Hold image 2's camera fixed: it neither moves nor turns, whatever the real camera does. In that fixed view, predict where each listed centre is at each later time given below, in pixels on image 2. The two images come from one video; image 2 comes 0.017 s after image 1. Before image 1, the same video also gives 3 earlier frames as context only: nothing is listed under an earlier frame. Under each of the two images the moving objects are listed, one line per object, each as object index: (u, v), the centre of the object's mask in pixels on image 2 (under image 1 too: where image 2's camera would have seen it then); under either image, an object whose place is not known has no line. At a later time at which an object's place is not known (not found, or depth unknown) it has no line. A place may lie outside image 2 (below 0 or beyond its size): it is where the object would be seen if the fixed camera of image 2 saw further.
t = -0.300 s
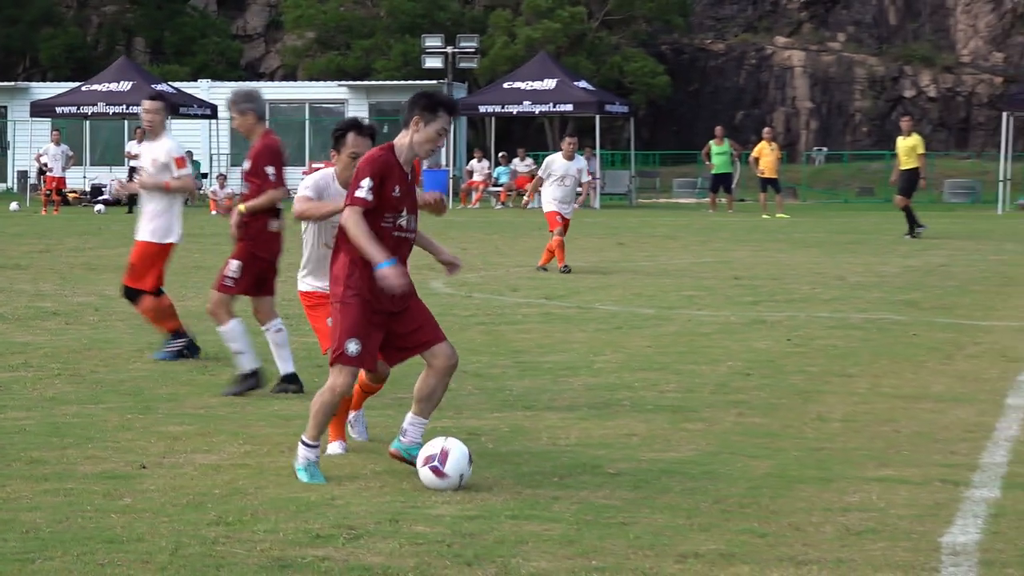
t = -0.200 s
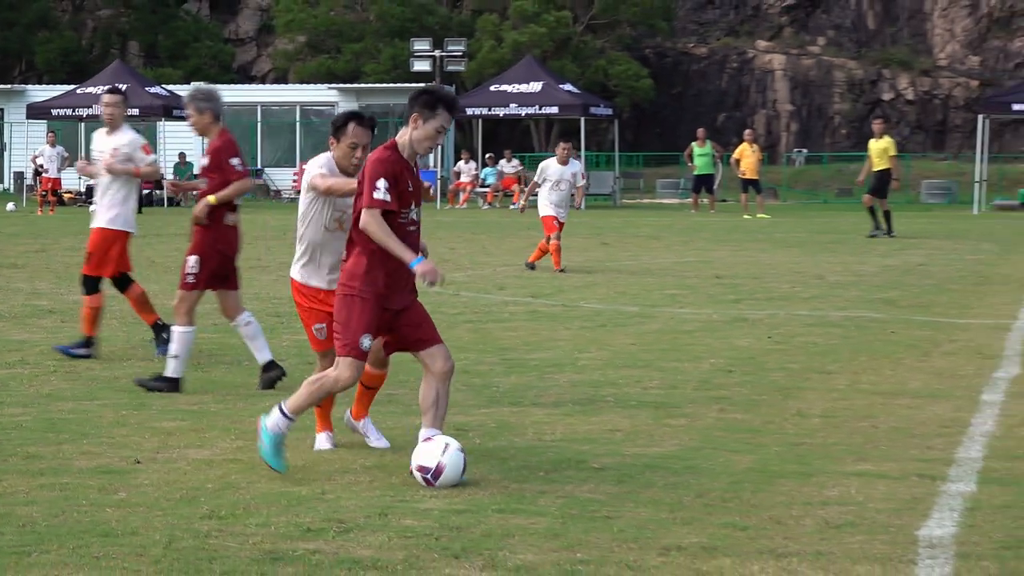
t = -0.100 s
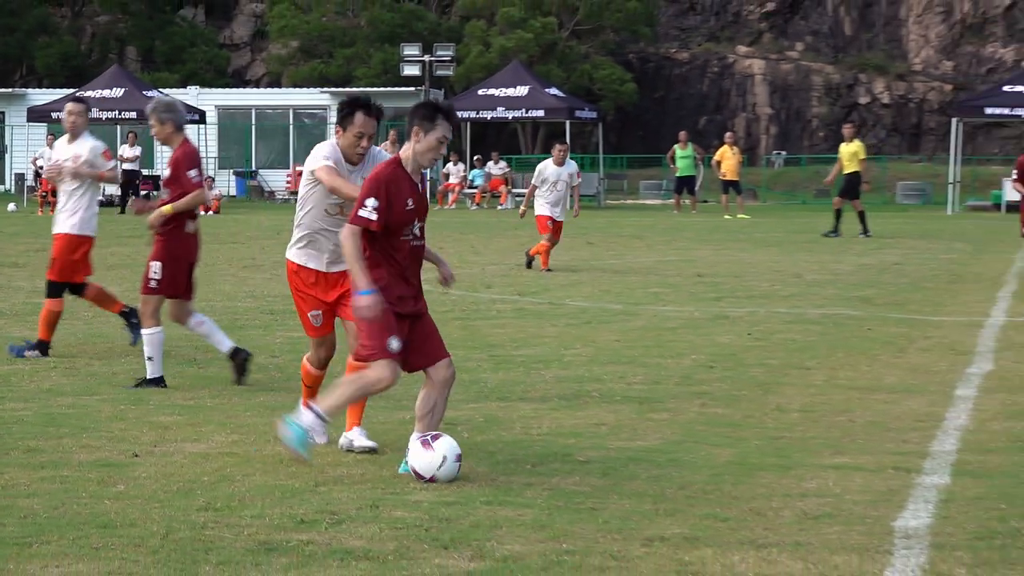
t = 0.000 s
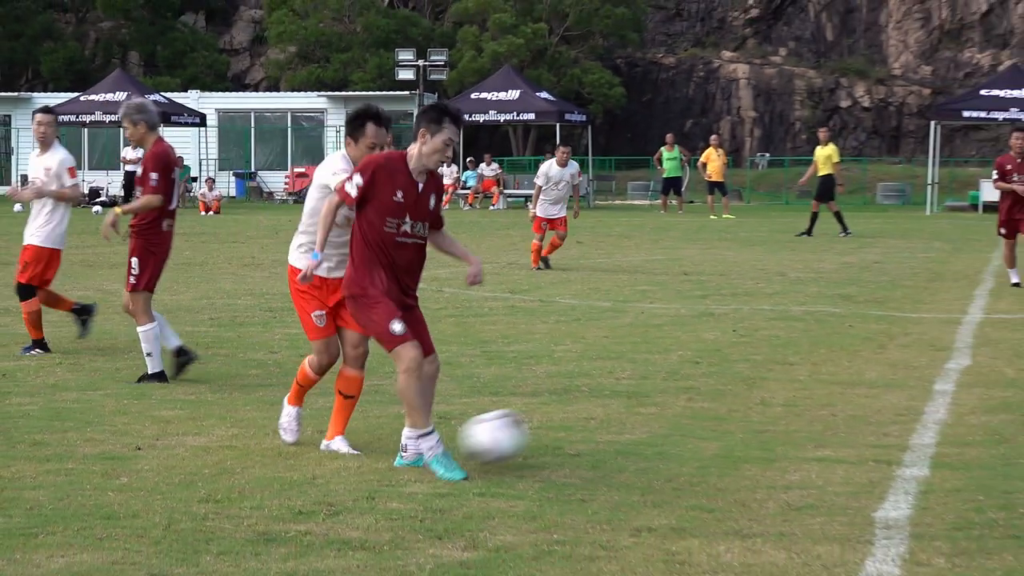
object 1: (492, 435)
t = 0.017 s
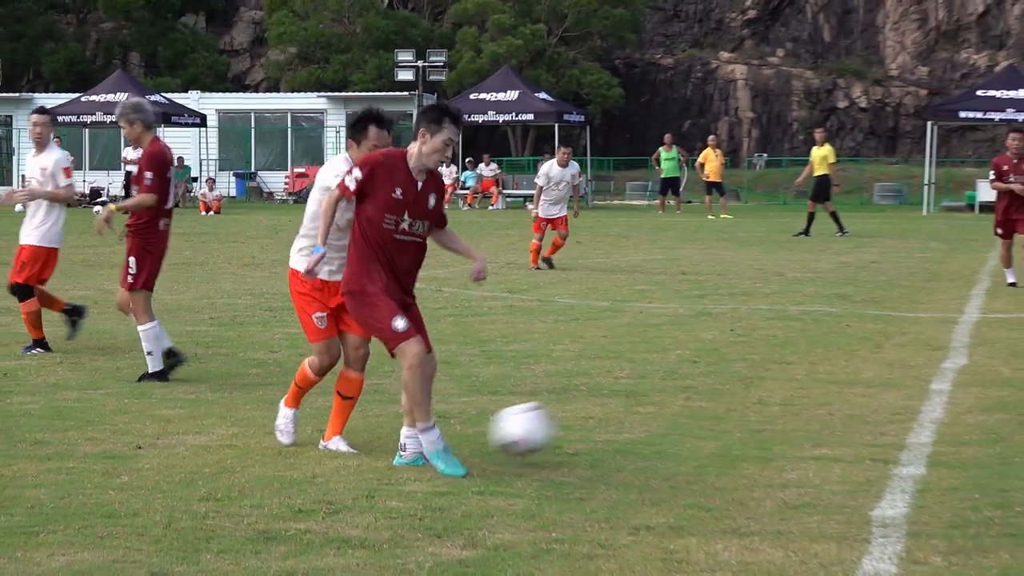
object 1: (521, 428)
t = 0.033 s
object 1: (552, 422)
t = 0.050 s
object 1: (582, 417)
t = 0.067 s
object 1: (611, 412)
